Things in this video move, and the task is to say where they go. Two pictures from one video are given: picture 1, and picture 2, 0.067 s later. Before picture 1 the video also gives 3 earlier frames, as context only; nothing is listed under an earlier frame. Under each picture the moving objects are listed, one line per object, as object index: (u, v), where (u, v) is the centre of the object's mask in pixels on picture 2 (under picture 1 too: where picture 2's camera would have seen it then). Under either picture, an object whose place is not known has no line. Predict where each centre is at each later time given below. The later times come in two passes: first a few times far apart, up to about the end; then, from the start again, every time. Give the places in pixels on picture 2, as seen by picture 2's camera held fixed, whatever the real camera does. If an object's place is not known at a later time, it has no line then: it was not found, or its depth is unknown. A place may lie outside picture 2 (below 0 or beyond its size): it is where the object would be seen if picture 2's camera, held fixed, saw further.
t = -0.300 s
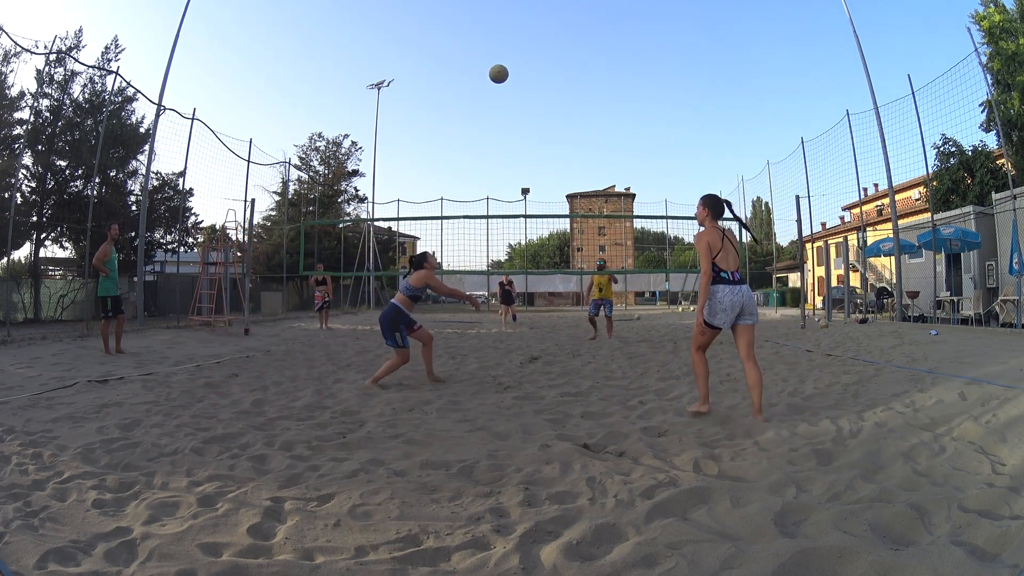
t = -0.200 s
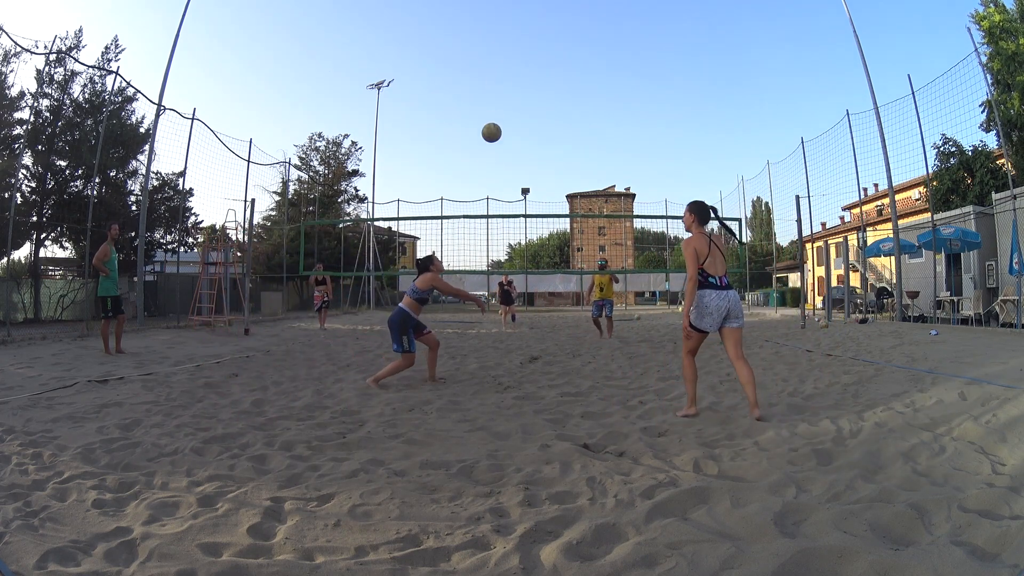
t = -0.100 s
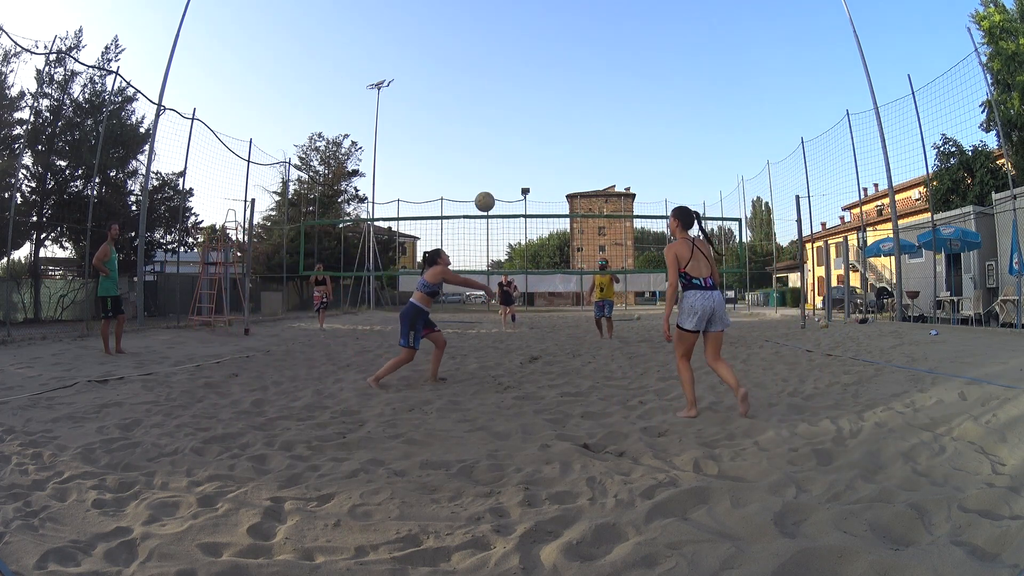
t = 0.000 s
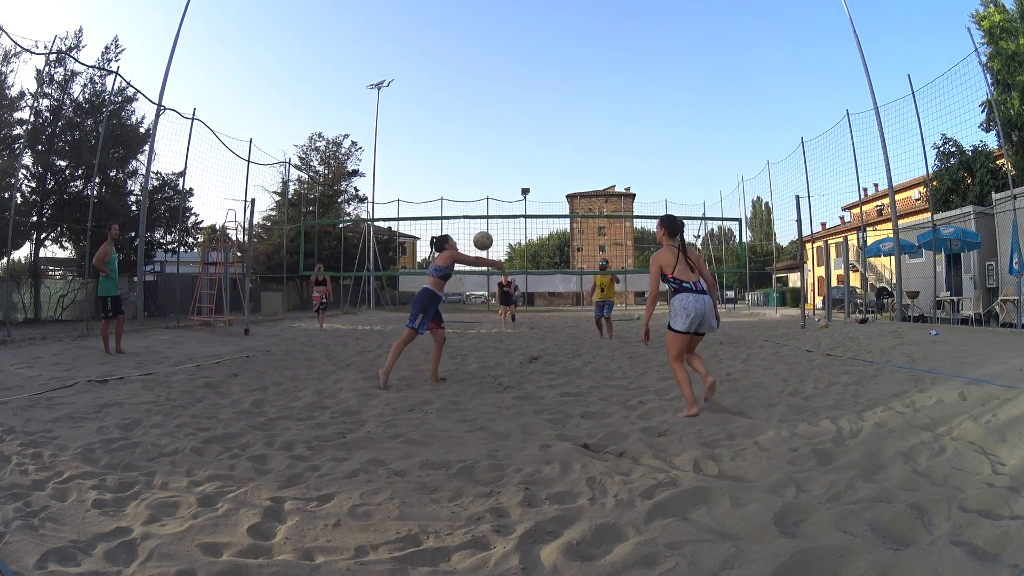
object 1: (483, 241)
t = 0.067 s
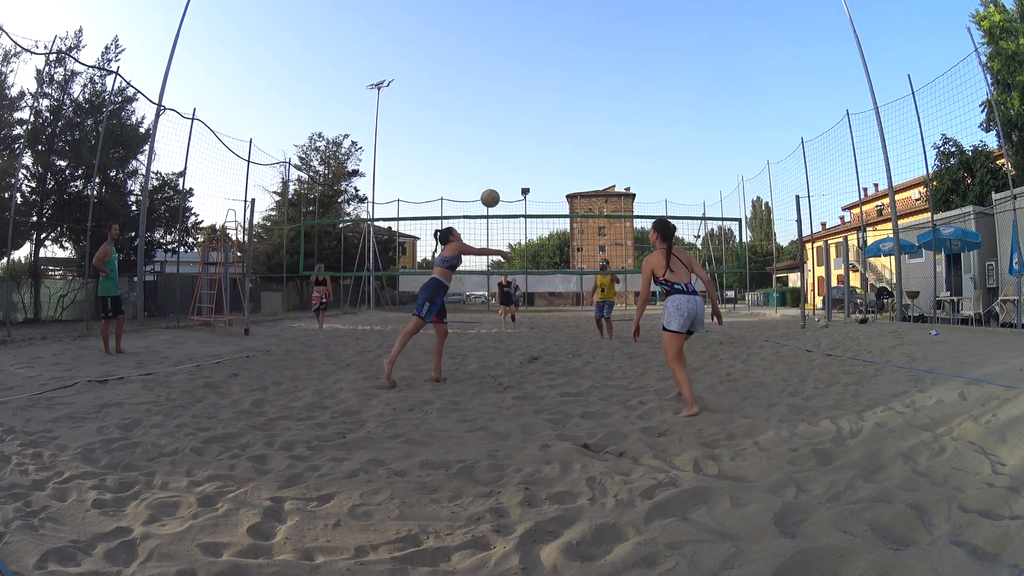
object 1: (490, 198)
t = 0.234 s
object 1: (506, 120)
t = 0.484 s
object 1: (525, 63)
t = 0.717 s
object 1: (539, 51)
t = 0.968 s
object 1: (552, 72)
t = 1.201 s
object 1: (563, 122)
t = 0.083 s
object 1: (492, 188)
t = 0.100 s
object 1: (493, 179)
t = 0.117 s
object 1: (495, 170)
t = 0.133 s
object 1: (497, 162)
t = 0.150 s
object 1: (498, 154)
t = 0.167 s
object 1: (500, 146)
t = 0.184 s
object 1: (501, 139)
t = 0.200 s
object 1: (503, 132)
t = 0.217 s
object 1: (504, 126)
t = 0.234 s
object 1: (506, 120)
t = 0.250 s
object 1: (507, 114)
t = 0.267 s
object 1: (509, 109)
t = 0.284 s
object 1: (510, 104)
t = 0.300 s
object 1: (512, 99)
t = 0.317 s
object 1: (513, 94)
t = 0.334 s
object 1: (514, 90)
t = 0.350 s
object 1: (516, 86)
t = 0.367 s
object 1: (517, 83)
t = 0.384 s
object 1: (518, 79)
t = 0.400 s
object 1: (519, 76)
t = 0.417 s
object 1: (520, 73)
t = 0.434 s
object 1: (521, 70)
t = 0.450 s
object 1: (523, 67)
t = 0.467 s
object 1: (524, 65)
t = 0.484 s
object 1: (525, 63)
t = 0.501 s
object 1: (526, 61)
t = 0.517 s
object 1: (527, 59)
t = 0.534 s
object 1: (528, 58)
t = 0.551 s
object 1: (529, 56)
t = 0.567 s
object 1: (530, 55)
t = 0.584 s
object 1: (531, 54)
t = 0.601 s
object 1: (532, 53)
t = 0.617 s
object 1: (533, 52)
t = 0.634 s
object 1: (534, 52)
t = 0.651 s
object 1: (535, 51)
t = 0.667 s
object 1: (536, 51)
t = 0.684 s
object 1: (537, 51)
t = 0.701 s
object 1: (538, 51)
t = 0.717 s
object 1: (539, 51)
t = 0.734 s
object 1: (540, 52)
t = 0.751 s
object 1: (541, 52)
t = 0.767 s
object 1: (542, 53)
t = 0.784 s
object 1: (542, 54)
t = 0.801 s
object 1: (543, 55)
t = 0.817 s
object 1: (544, 56)
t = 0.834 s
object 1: (545, 57)
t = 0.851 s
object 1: (546, 58)
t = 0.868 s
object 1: (547, 60)
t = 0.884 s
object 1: (548, 62)
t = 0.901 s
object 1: (549, 64)
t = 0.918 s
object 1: (550, 66)
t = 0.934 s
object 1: (550, 68)
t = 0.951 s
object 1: (551, 70)
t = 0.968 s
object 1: (552, 72)
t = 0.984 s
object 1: (553, 75)
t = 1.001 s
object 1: (554, 78)
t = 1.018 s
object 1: (555, 81)
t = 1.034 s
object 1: (555, 84)
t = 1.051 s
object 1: (556, 87)
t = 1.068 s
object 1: (557, 90)
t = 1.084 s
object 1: (558, 94)
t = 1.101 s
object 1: (559, 97)
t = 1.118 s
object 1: (560, 101)
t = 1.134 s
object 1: (560, 105)
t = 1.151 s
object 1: (561, 109)
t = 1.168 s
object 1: (562, 113)
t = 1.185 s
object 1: (563, 117)
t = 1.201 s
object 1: (563, 122)
